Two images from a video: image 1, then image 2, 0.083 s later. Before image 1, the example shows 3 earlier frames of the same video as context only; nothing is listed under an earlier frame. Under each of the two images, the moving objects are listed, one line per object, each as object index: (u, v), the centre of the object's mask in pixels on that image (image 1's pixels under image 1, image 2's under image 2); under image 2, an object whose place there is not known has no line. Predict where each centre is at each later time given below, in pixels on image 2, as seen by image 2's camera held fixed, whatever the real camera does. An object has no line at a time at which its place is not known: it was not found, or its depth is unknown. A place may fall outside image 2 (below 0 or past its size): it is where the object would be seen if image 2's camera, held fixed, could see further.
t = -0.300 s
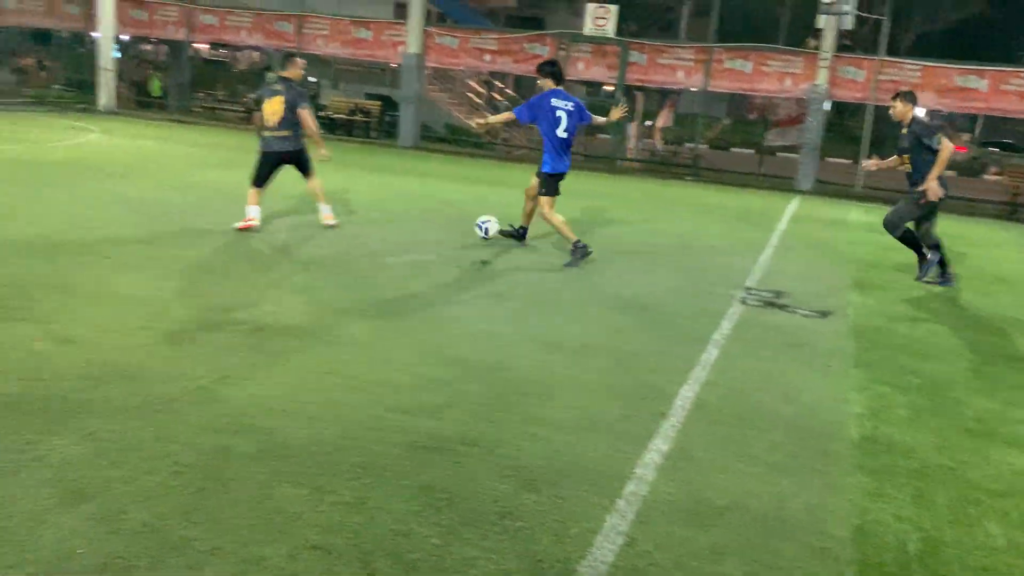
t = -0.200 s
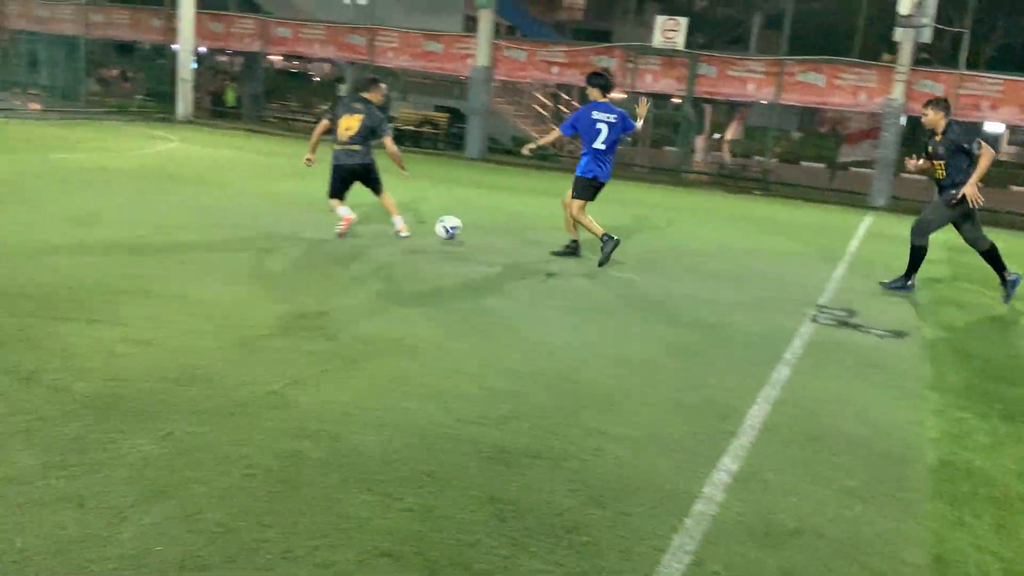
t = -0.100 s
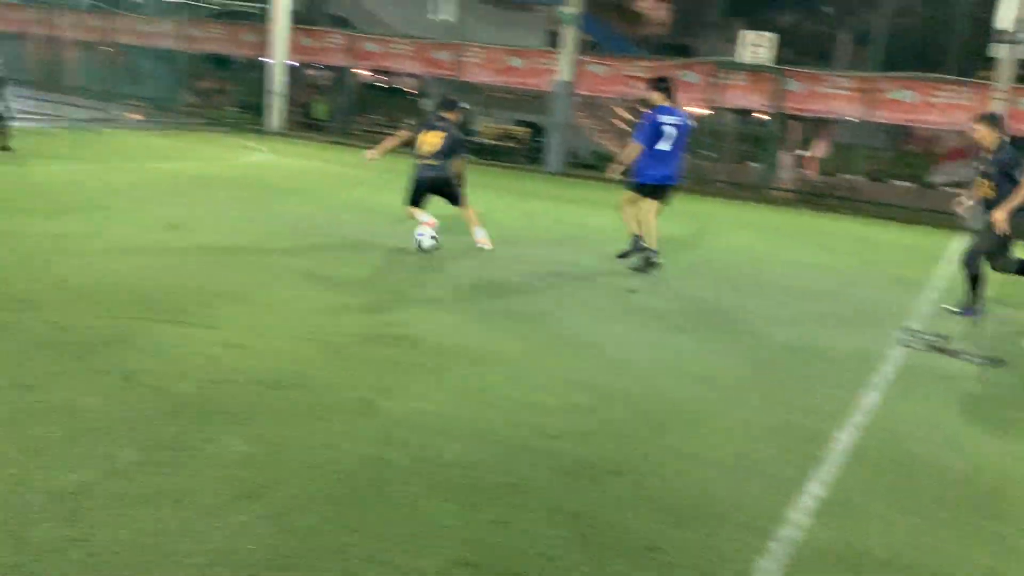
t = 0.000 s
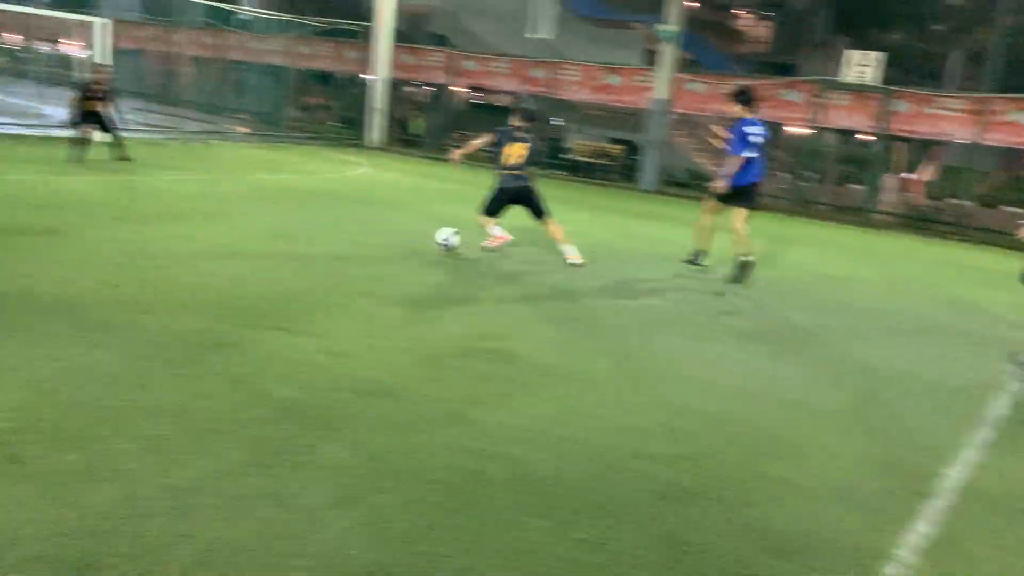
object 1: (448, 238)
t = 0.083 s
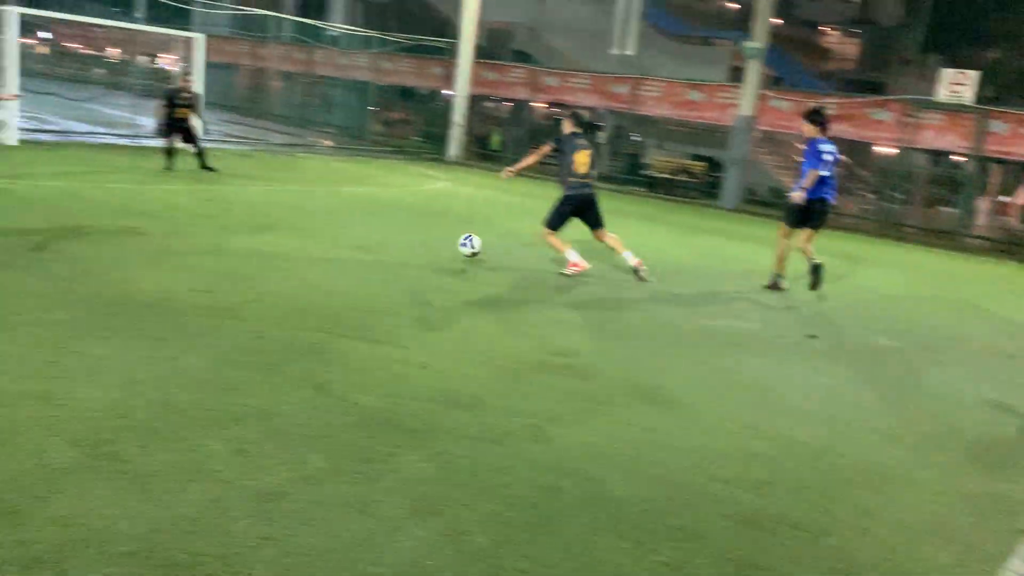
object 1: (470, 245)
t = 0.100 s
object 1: (459, 245)
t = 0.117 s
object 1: (449, 244)
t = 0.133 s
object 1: (438, 243)
